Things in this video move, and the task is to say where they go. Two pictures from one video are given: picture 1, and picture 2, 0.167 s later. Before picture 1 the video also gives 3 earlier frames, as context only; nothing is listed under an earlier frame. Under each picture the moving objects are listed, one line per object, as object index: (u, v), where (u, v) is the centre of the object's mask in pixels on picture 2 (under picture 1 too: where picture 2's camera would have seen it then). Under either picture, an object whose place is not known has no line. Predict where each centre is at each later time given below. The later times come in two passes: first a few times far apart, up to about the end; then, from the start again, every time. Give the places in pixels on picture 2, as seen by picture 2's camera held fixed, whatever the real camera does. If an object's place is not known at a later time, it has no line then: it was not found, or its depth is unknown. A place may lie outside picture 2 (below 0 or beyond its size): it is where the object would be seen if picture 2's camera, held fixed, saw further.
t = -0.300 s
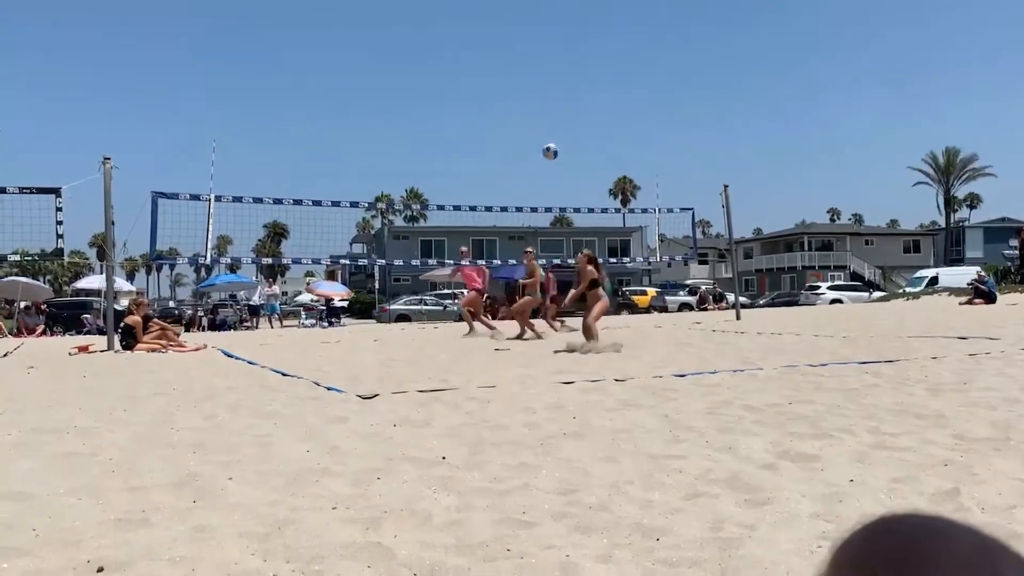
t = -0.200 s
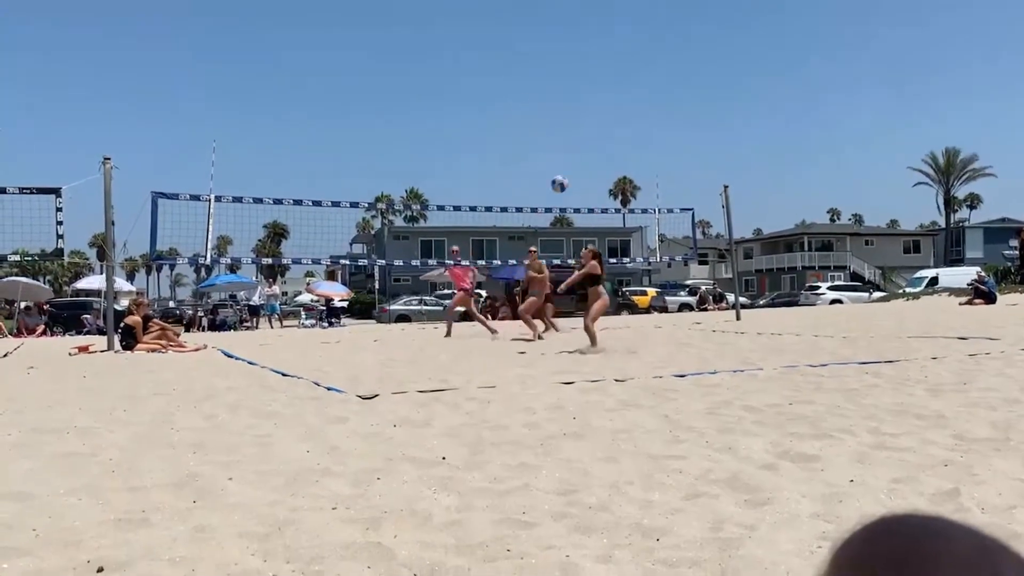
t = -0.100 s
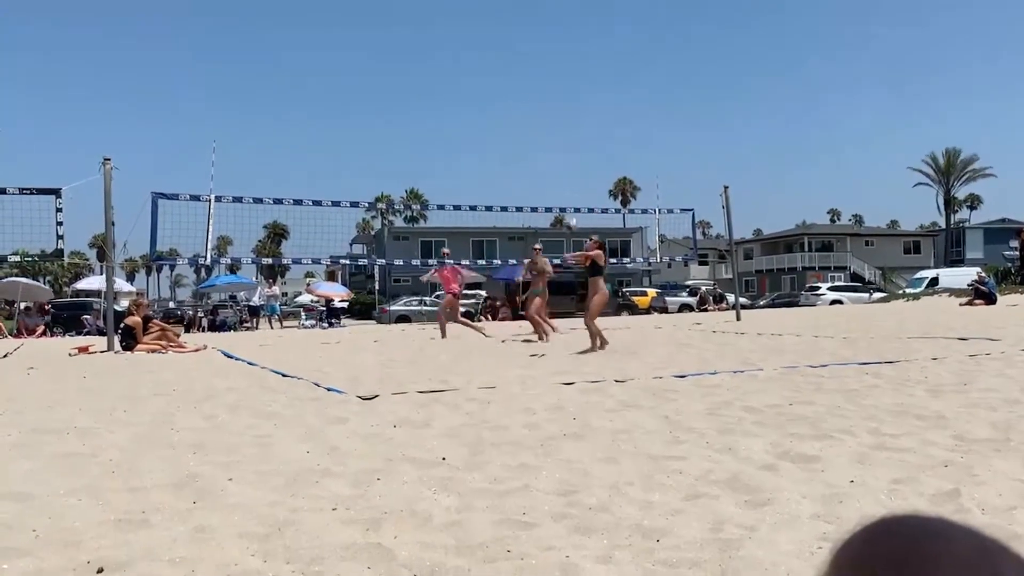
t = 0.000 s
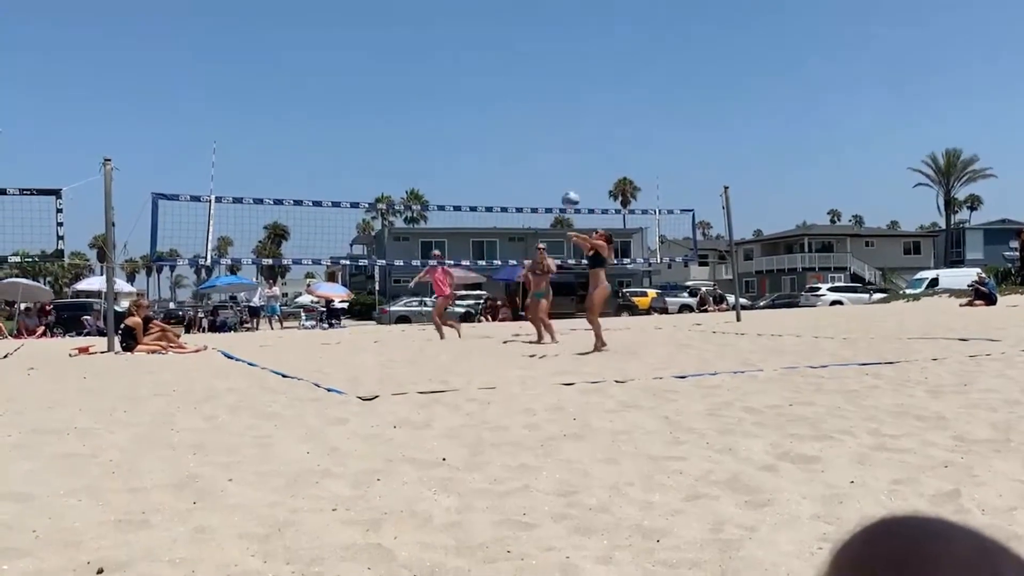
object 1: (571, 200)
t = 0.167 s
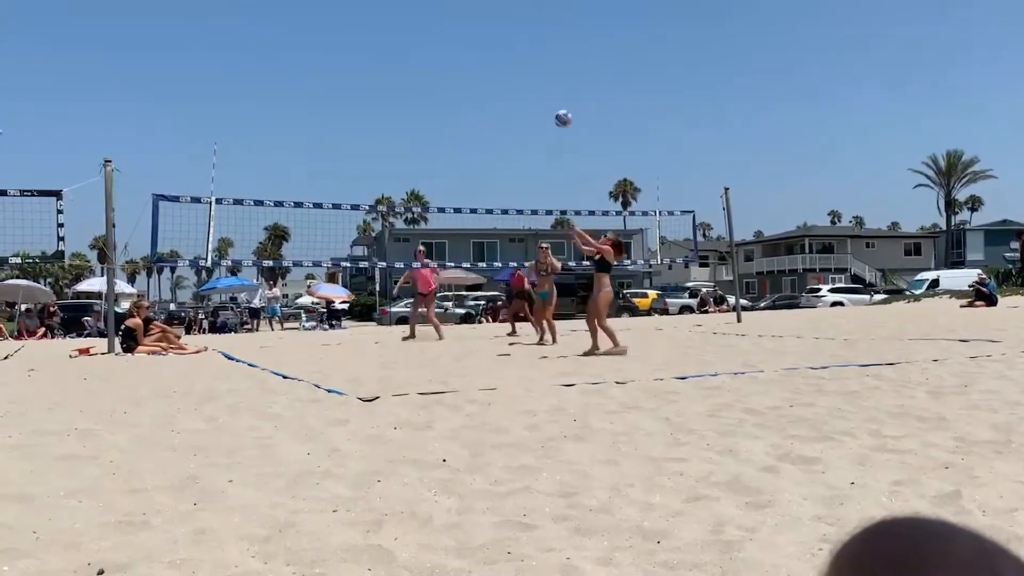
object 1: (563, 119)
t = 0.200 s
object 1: (562, 105)
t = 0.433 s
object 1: (554, 38)
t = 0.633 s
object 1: (548, 16)
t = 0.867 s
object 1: (543, 29)
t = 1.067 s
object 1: (541, 69)
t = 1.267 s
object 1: (540, 132)
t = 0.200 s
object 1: (562, 105)
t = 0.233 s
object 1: (560, 93)
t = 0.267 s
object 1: (559, 81)
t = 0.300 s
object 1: (558, 71)
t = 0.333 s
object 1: (557, 61)
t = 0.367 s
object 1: (556, 53)
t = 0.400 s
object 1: (555, 45)
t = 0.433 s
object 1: (554, 38)
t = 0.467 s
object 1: (553, 32)
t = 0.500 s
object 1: (551, 28)
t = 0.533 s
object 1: (551, 23)
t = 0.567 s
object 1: (550, 21)
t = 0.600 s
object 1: (549, 18)
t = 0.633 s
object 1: (548, 16)
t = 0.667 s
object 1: (548, 16)
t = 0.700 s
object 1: (547, 16)
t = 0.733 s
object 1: (546, 17)
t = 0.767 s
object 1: (545, 19)
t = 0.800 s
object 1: (544, 21)
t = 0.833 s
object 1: (544, 24)
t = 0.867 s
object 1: (543, 29)
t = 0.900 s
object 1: (543, 34)
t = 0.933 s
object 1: (542, 39)
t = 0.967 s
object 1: (542, 45)
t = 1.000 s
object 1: (541, 53)
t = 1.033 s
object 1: (541, 60)
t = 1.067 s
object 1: (541, 69)
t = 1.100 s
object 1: (540, 78)
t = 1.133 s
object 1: (540, 87)
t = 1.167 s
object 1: (540, 98)
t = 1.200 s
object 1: (540, 108)
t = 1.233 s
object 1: (539, 120)
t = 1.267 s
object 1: (540, 132)
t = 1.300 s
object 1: (540, 145)
